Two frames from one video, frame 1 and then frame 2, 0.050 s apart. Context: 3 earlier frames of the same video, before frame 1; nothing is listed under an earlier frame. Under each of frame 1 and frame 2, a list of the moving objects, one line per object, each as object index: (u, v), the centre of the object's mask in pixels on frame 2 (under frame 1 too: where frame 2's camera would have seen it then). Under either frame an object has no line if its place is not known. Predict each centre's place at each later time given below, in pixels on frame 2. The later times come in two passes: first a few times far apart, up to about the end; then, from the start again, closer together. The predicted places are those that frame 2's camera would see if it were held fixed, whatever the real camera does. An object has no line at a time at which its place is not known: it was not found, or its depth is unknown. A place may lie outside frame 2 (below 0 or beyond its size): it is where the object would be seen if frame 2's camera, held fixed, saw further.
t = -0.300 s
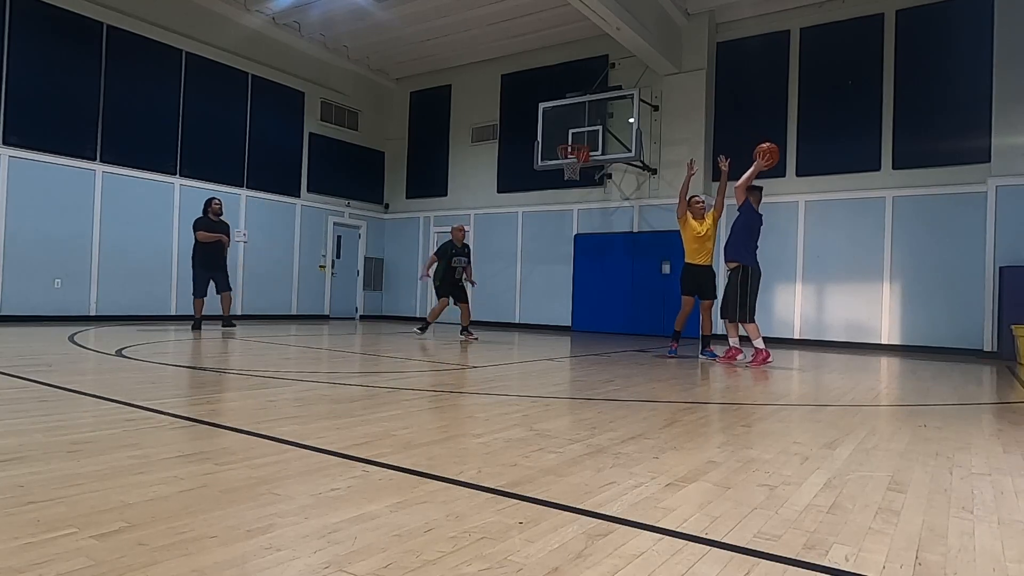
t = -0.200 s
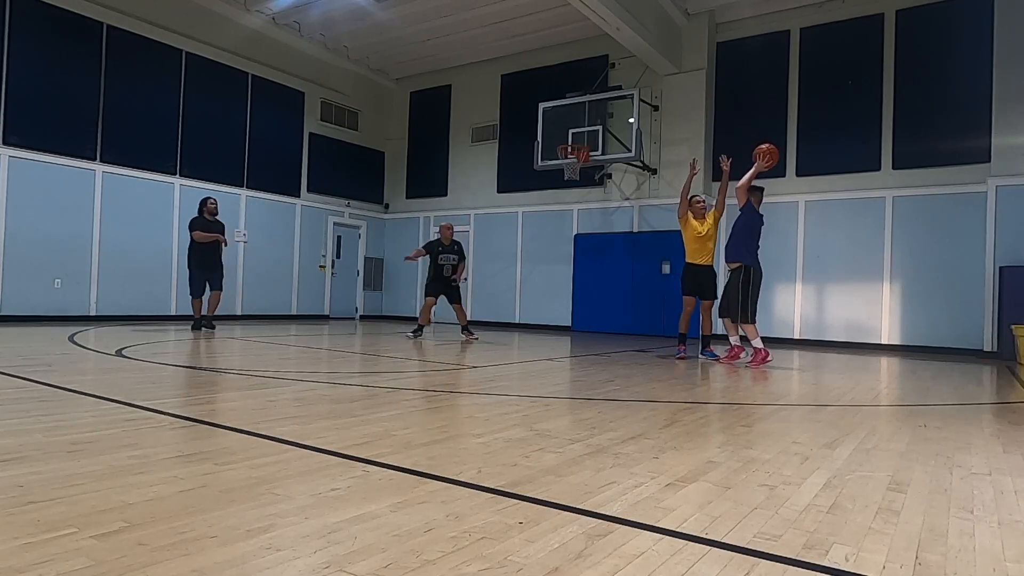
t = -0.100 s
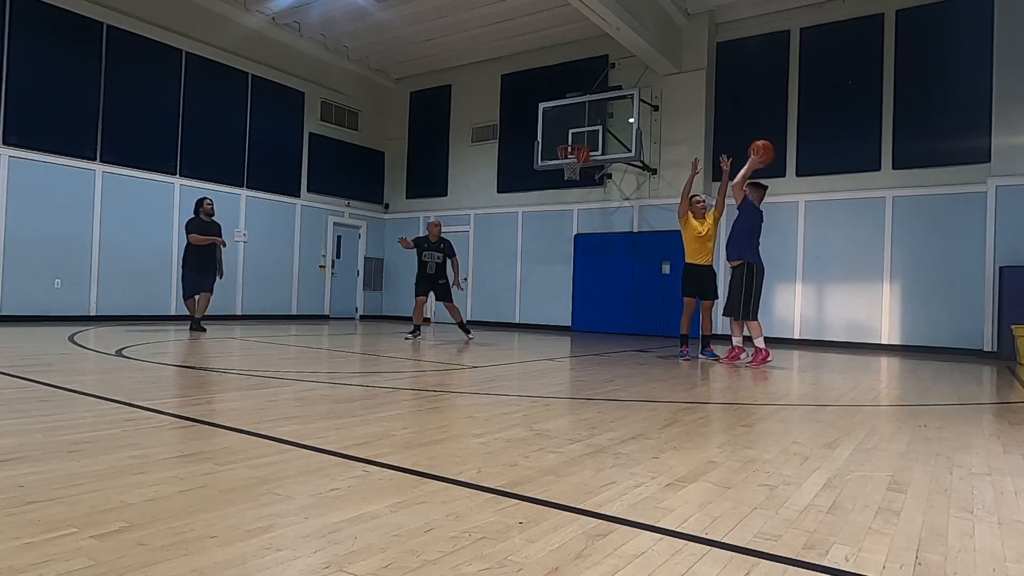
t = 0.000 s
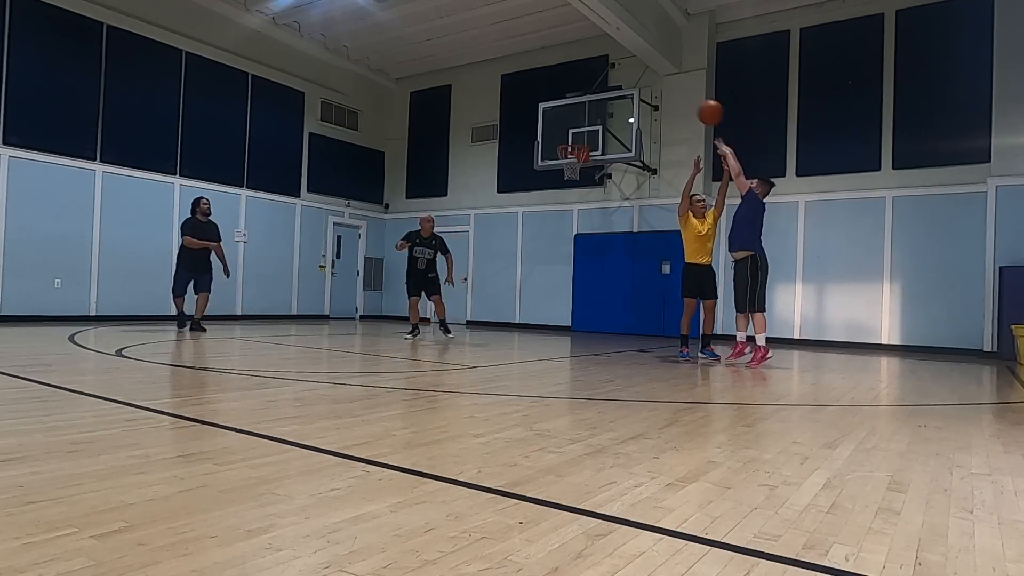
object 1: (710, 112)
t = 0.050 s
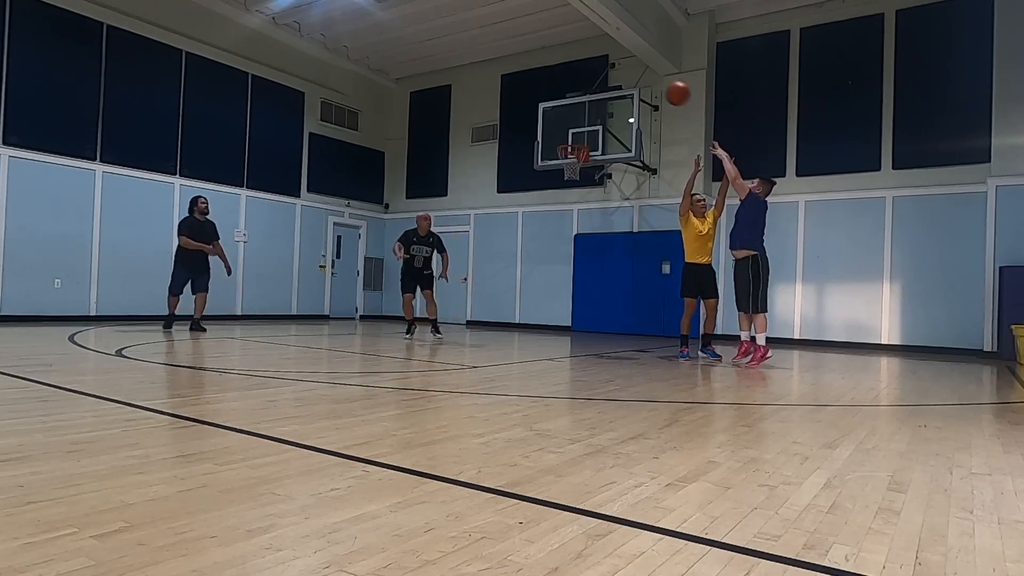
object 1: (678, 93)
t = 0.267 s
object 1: (547, 44)
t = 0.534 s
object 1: (407, 46)
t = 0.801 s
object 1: (282, 104)
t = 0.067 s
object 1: (667, 88)
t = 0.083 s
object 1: (657, 82)
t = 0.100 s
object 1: (646, 77)
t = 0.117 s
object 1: (636, 72)
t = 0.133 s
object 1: (625, 68)
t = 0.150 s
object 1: (615, 64)
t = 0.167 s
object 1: (606, 61)
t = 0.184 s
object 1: (596, 57)
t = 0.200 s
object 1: (586, 54)
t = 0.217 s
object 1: (576, 51)
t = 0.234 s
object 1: (567, 48)
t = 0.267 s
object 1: (547, 44)
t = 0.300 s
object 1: (528, 40)
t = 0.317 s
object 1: (519, 39)
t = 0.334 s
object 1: (510, 38)
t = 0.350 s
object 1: (501, 38)
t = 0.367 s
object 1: (492, 37)
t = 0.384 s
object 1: (483, 37)
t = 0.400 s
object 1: (474, 37)
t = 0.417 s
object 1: (465, 37)
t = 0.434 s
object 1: (457, 38)
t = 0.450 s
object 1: (448, 38)
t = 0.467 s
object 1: (440, 40)
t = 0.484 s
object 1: (431, 41)
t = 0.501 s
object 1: (423, 42)
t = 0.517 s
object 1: (415, 44)
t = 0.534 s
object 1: (407, 46)
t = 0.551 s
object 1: (398, 48)
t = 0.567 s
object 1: (390, 50)
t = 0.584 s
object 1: (382, 53)
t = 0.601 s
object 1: (374, 56)
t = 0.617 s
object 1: (367, 58)
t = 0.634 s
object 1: (359, 61)
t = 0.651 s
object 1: (351, 65)
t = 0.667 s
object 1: (343, 68)
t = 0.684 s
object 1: (335, 72)
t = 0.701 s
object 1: (327, 76)
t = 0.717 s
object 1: (320, 80)
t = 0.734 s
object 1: (312, 85)
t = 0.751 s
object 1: (305, 89)
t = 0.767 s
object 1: (297, 94)
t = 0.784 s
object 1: (290, 99)
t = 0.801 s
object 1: (282, 104)
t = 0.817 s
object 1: (275, 109)
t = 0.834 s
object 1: (268, 115)
